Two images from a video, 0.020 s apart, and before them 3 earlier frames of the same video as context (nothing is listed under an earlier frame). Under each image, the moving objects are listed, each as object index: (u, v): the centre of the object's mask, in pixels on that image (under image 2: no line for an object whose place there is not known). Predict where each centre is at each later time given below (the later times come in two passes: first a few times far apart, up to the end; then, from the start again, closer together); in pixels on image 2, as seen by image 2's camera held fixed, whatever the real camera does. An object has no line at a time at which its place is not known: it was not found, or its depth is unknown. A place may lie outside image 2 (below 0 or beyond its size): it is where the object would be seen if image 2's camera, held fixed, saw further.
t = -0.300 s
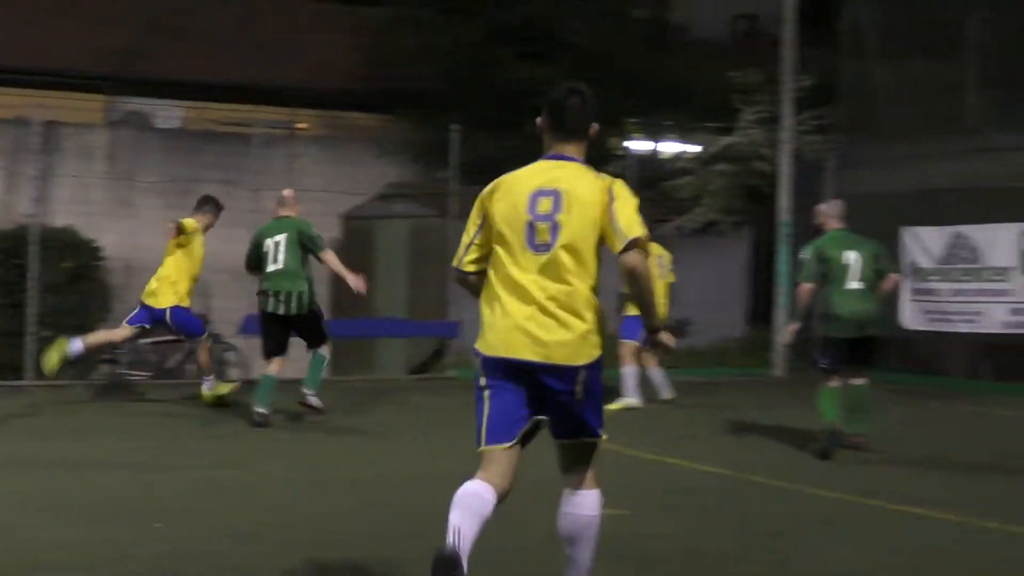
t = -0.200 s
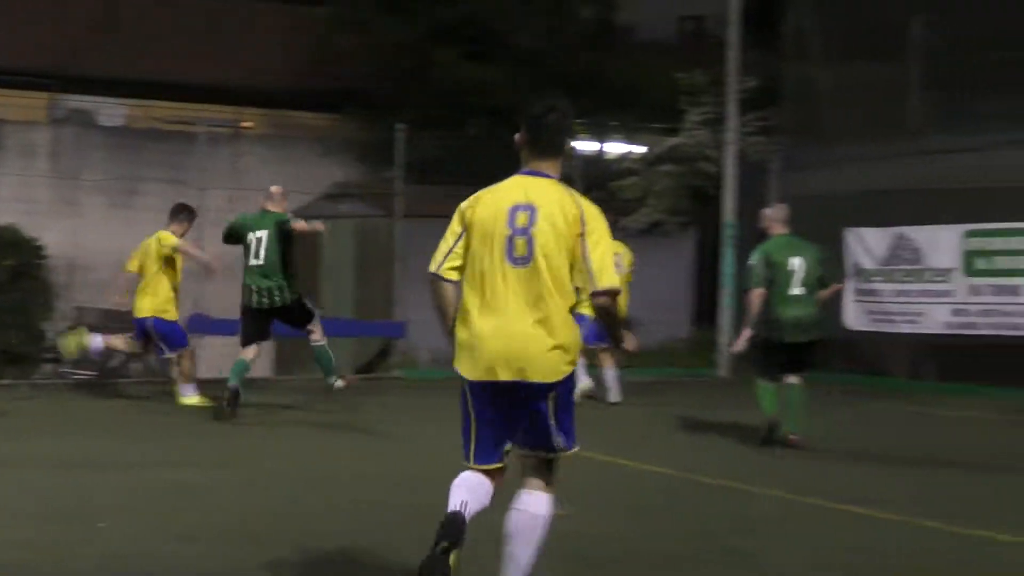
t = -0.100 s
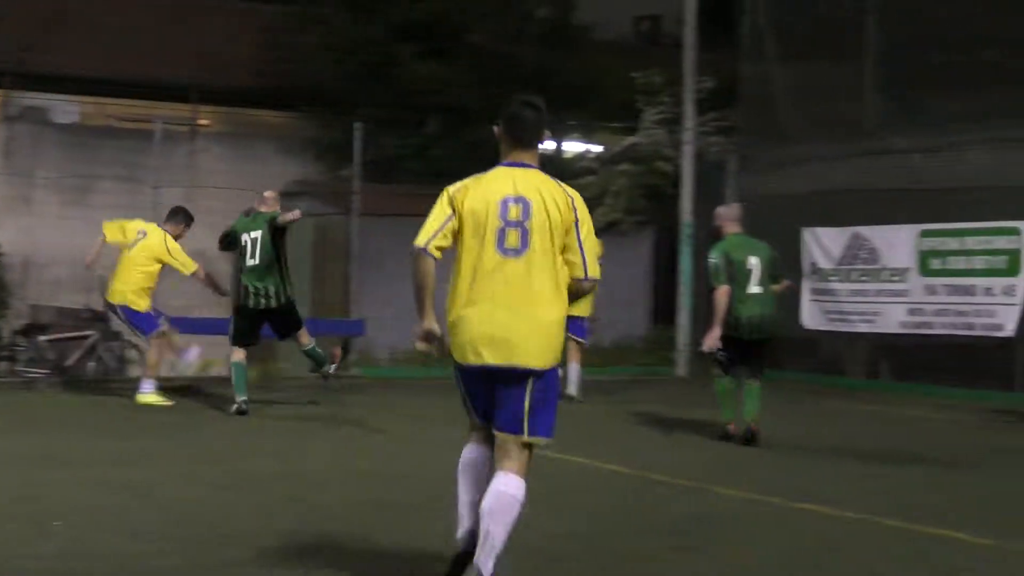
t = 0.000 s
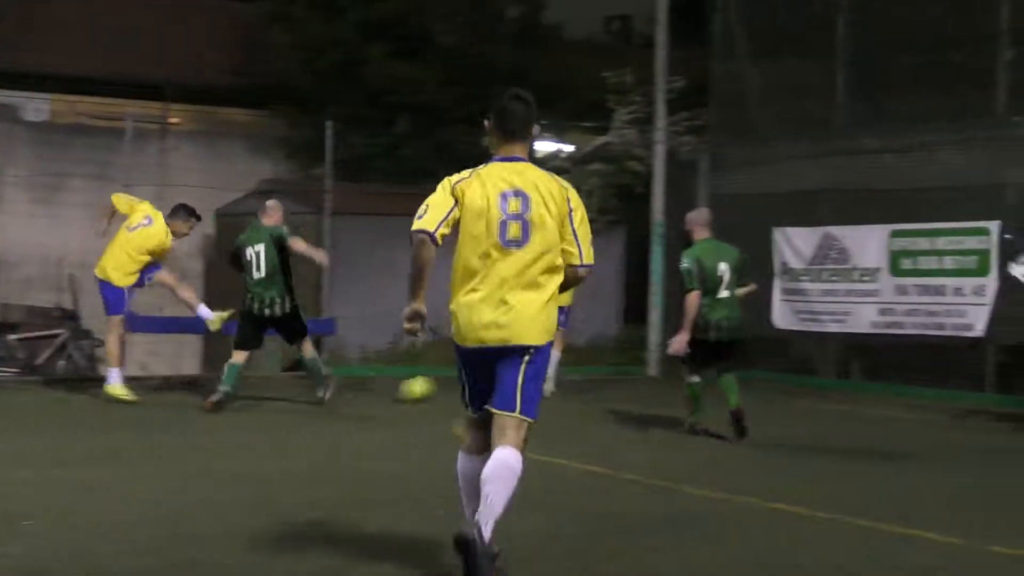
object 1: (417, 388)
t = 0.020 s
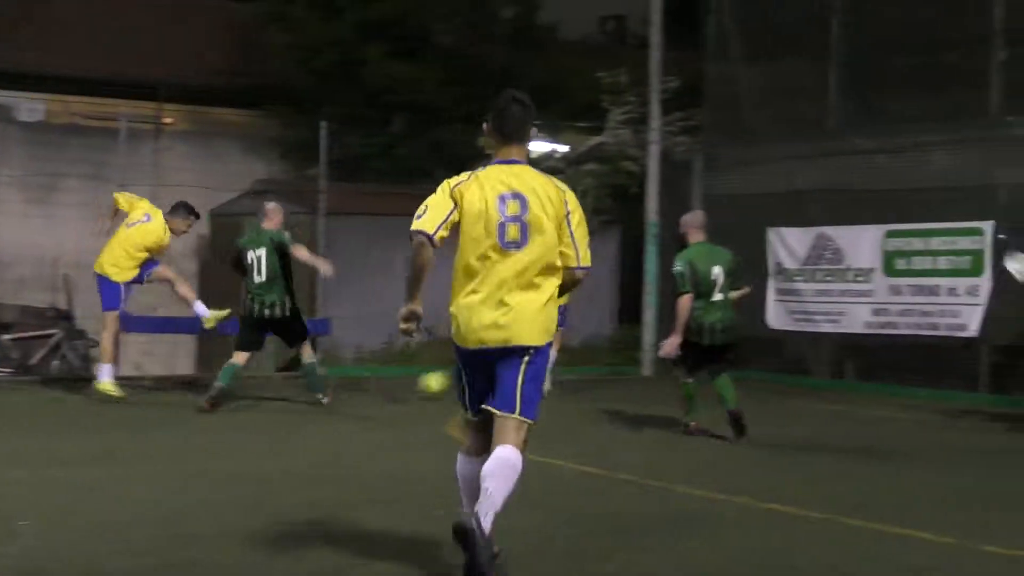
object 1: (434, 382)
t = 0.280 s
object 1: (669, 373)
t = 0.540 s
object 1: (823, 378)
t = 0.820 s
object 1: (809, 357)
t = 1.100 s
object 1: (767, 375)
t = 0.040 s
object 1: (449, 378)
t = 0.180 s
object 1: (596, 360)
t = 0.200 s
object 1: (613, 363)
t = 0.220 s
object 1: (628, 364)
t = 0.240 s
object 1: (645, 367)
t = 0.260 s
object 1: (660, 371)
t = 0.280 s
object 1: (669, 373)
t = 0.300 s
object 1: (692, 379)
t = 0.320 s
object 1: (702, 382)
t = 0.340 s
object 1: (723, 384)
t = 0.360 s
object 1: (730, 382)
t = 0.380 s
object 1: (740, 380)
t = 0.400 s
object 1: (751, 378)
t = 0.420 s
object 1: (761, 377)
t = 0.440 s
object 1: (772, 377)
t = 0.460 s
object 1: (782, 376)
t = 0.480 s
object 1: (793, 376)
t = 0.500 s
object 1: (803, 376)
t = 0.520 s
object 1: (814, 377)
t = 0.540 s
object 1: (823, 378)
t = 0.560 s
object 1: (833, 380)
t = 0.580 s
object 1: (843, 383)
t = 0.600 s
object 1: (849, 383)
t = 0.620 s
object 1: (845, 378)
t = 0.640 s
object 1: (843, 375)
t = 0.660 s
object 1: (839, 371)
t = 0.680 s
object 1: (834, 368)
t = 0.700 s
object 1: (831, 365)
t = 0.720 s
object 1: (827, 362)
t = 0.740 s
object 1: (823, 361)
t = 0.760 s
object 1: (820, 359)
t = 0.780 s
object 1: (817, 358)
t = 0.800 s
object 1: (813, 357)
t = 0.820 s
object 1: (809, 357)
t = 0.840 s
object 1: (805, 357)
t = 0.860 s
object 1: (802, 358)
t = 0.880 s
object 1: (798, 359)
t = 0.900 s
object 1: (794, 360)
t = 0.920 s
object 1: (791, 362)
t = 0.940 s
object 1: (787, 364)
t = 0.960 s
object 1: (783, 367)
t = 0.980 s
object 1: (780, 370)
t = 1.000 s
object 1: (777, 373)
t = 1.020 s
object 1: (773, 377)
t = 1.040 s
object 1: (770, 380)
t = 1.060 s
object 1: (769, 379)
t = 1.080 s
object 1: (768, 377)
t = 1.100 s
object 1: (767, 375)
